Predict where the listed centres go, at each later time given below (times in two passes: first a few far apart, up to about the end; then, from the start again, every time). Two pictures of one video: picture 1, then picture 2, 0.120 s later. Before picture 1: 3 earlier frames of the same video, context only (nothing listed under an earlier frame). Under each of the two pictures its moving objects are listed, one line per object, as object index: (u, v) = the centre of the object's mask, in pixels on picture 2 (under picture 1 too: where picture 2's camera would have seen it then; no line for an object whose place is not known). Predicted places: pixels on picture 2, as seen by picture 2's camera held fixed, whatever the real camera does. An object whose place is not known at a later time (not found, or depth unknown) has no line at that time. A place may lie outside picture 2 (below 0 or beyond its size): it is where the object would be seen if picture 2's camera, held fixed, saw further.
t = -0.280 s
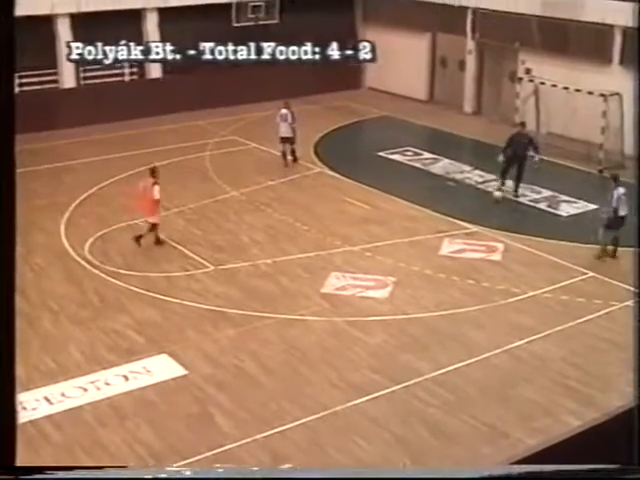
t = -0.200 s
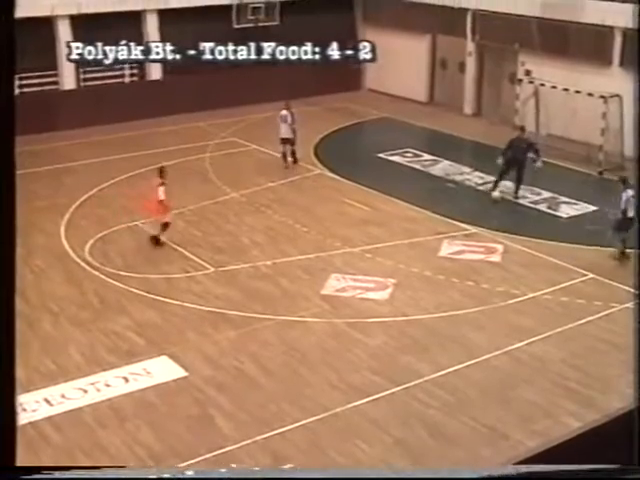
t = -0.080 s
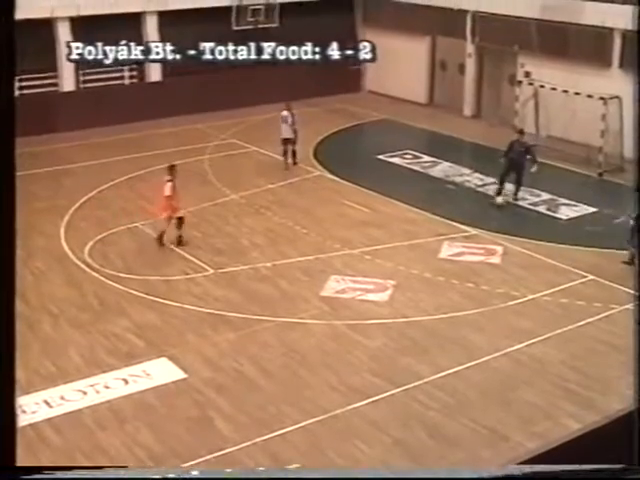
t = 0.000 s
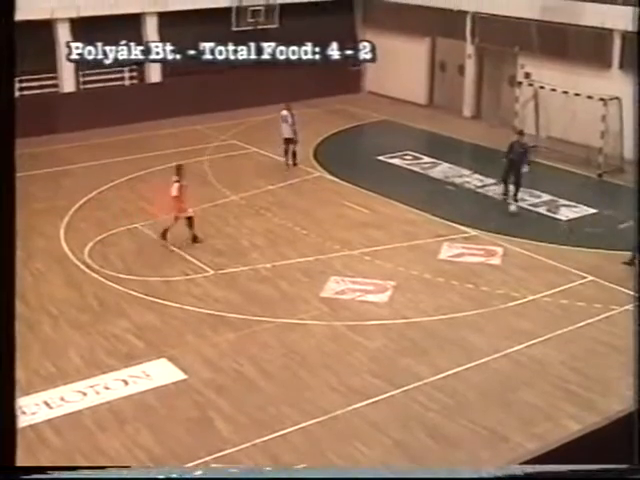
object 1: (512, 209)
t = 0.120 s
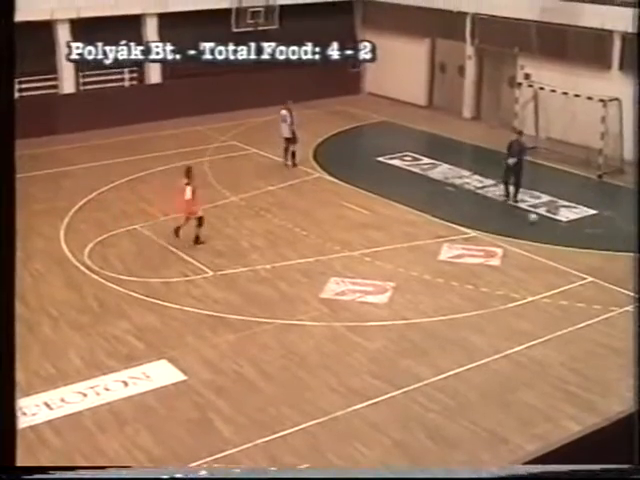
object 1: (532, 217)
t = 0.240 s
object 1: (552, 226)
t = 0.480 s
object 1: (585, 241)
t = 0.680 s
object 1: (613, 253)
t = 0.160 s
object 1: (539, 220)
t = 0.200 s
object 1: (545, 222)
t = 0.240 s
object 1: (552, 226)
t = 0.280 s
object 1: (556, 228)
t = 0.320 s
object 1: (564, 231)
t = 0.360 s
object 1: (568, 233)
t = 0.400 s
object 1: (574, 235)
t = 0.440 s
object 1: (580, 239)
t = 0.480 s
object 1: (585, 241)
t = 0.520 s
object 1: (590, 243)
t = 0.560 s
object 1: (596, 246)
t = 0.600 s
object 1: (601, 248)
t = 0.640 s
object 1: (607, 251)
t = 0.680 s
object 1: (613, 253)
